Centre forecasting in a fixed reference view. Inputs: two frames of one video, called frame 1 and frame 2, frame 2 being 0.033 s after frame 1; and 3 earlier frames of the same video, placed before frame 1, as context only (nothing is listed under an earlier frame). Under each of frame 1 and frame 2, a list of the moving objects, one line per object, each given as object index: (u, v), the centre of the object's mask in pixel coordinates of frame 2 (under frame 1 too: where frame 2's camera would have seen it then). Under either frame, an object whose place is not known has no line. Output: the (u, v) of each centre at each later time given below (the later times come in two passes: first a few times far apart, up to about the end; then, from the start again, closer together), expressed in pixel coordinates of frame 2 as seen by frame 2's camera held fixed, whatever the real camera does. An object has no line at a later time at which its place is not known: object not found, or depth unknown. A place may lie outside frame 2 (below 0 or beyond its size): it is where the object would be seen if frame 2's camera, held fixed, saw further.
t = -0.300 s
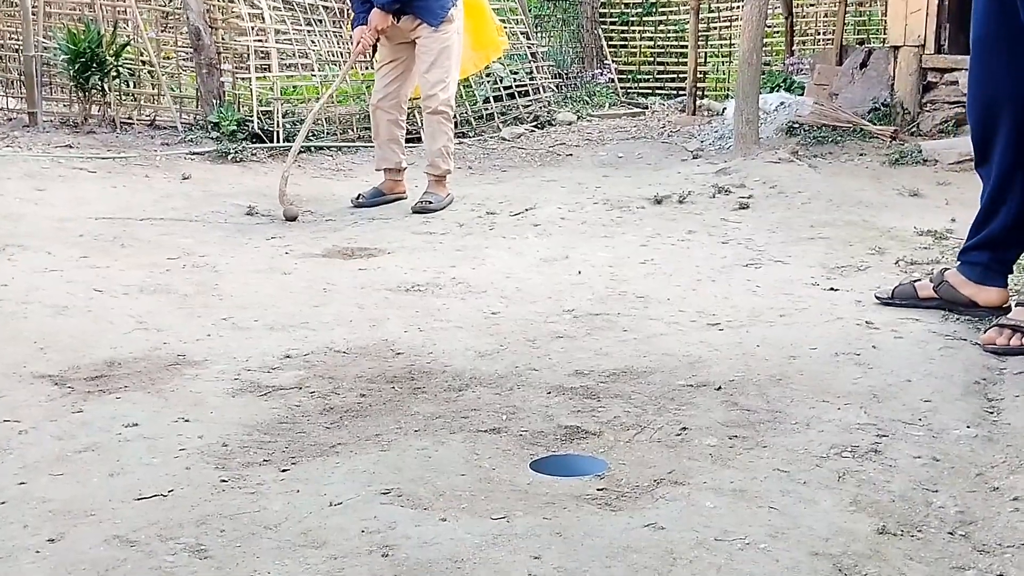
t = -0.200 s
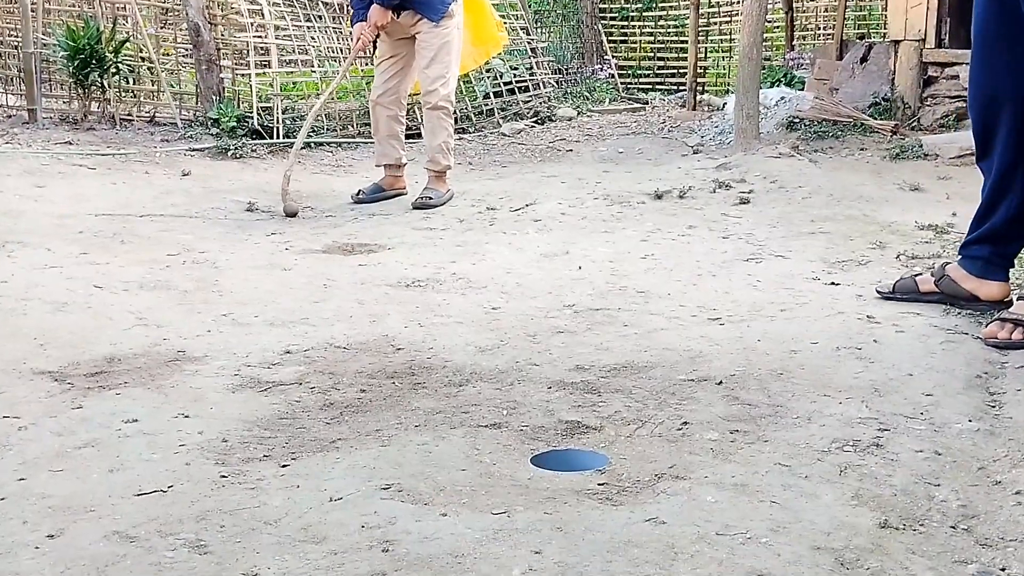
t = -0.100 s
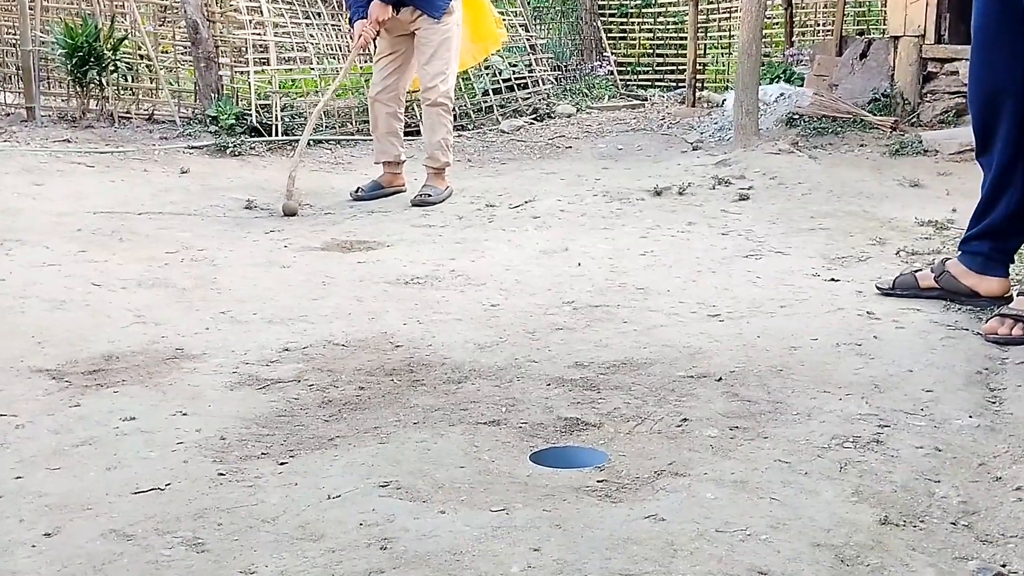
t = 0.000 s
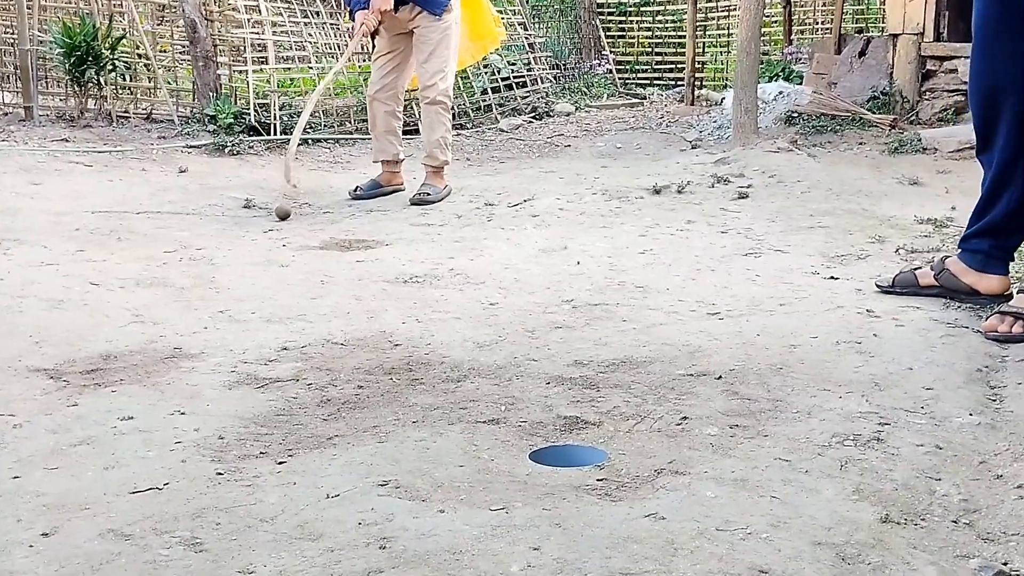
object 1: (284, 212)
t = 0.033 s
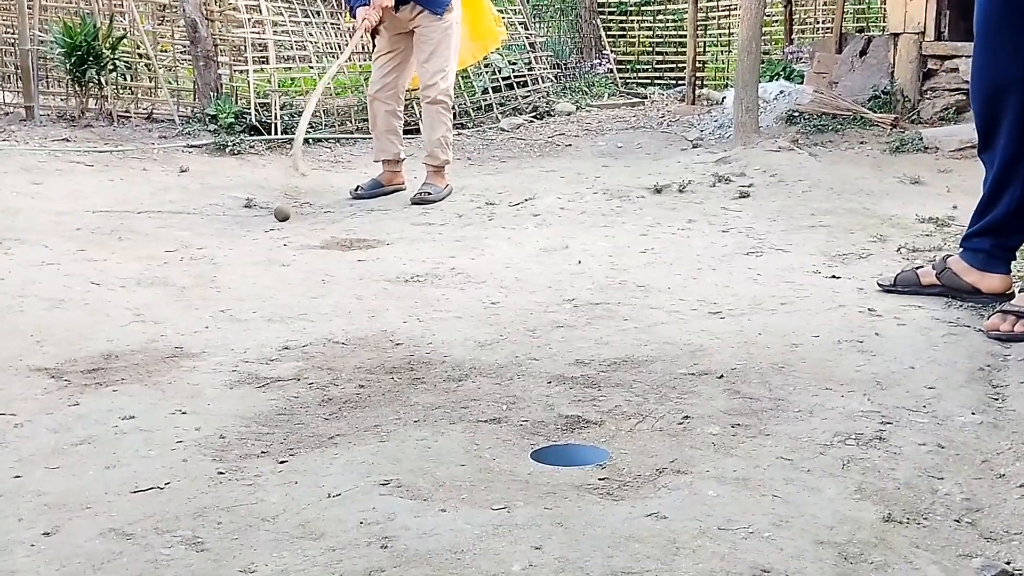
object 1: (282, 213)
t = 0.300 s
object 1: (268, 228)
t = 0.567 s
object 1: (265, 250)
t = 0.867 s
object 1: (269, 272)
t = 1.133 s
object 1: (275, 293)
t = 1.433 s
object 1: (283, 323)
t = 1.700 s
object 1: (307, 349)
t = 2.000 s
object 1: (334, 374)
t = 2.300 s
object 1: (354, 402)
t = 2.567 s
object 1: (360, 412)
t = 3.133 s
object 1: (358, 417)
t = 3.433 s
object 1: (362, 415)
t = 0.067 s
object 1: (280, 216)
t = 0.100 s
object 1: (278, 217)
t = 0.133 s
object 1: (277, 220)
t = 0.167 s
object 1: (275, 221)
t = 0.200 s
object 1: (273, 221)
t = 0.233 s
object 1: (271, 222)
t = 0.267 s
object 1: (270, 227)
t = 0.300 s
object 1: (268, 228)
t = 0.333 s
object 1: (267, 227)
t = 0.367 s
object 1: (266, 230)
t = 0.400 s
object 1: (265, 236)
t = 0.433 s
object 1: (265, 240)
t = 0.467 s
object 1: (265, 243)
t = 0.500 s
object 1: (265, 244)
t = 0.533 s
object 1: (265, 248)
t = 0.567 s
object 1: (265, 250)
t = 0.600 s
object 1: (265, 255)
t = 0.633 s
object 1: (265, 258)
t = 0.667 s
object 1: (265, 259)
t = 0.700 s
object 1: (266, 264)
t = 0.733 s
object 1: (266, 266)
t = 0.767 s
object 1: (267, 269)
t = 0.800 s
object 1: (268, 271)
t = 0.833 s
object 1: (268, 273)
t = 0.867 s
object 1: (269, 272)
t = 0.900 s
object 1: (271, 275)
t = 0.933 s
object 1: (272, 279)
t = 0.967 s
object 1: (272, 281)
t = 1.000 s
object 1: (273, 283)
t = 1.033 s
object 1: (274, 285)
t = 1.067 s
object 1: (274, 287)
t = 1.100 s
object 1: (275, 291)
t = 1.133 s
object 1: (275, 293)
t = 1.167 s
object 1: (276, 297)
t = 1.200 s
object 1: (277, 299)
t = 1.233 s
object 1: (278, 303)
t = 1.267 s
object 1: (279, 310)
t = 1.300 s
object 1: (280, 313)
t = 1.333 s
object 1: (280, 315)
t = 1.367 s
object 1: (281, 319)
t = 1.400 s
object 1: (281, 322)
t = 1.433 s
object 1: (283, 323)
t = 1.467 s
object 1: (285, 325)
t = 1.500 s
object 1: (288, 328)
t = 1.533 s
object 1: (291, 331)
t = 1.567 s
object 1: (294, 337)
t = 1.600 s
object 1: (298, 338)
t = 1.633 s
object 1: (301, 340)
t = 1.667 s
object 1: (304, 345)
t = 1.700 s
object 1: (307, 349)
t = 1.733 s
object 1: (310, 351)
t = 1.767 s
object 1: (313, 354)
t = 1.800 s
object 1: (317, 359)
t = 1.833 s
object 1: (320, 361)
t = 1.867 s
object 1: (323, 362)
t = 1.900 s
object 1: (326, 365)
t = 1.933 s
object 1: (329, 368)
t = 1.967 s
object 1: (332, 372)
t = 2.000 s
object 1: (334, 374)
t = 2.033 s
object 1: (335, 377)
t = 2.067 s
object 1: (337, 381)
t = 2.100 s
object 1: (339, 385)
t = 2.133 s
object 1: (341, 388)
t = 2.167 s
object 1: (344, 390)
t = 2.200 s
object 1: (346, 392)
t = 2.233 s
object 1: (349, 396)
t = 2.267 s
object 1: (352, 398)
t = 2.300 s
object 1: (354, 402)
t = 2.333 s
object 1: (356, 403)
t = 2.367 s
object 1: (357, 404)
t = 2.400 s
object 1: (359, 405)
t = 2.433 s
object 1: (360, 407)
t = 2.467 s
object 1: (361, 409)
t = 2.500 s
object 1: (361, 411)
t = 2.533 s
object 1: (361, 411)
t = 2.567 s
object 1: (360, 412)
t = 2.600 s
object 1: (359, 414)
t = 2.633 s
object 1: (359, 414)
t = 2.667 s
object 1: (359, 415)
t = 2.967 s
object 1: (361, 418)
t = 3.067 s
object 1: (358, 417)
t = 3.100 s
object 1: (358, 417)
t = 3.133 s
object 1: (358, 417)
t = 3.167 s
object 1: (358, 417)
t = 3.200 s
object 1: (359, 416)
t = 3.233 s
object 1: (360, 417)
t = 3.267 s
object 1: (360, 416)
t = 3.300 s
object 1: (360, 416)
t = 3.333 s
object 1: (360, 416)
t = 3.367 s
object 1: (360, 416)
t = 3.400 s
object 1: (361, 416)
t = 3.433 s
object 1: (362, 415)
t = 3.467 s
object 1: (363, 415)
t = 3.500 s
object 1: (364, 416)
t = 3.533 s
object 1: (365, 416)
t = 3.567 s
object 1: (365, 415)
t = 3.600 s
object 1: (365, 415)
